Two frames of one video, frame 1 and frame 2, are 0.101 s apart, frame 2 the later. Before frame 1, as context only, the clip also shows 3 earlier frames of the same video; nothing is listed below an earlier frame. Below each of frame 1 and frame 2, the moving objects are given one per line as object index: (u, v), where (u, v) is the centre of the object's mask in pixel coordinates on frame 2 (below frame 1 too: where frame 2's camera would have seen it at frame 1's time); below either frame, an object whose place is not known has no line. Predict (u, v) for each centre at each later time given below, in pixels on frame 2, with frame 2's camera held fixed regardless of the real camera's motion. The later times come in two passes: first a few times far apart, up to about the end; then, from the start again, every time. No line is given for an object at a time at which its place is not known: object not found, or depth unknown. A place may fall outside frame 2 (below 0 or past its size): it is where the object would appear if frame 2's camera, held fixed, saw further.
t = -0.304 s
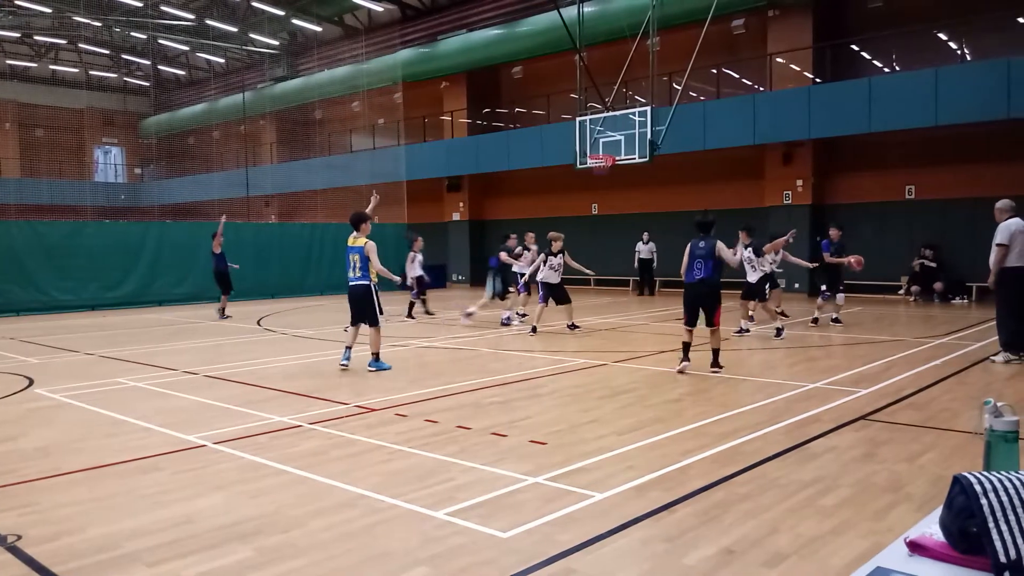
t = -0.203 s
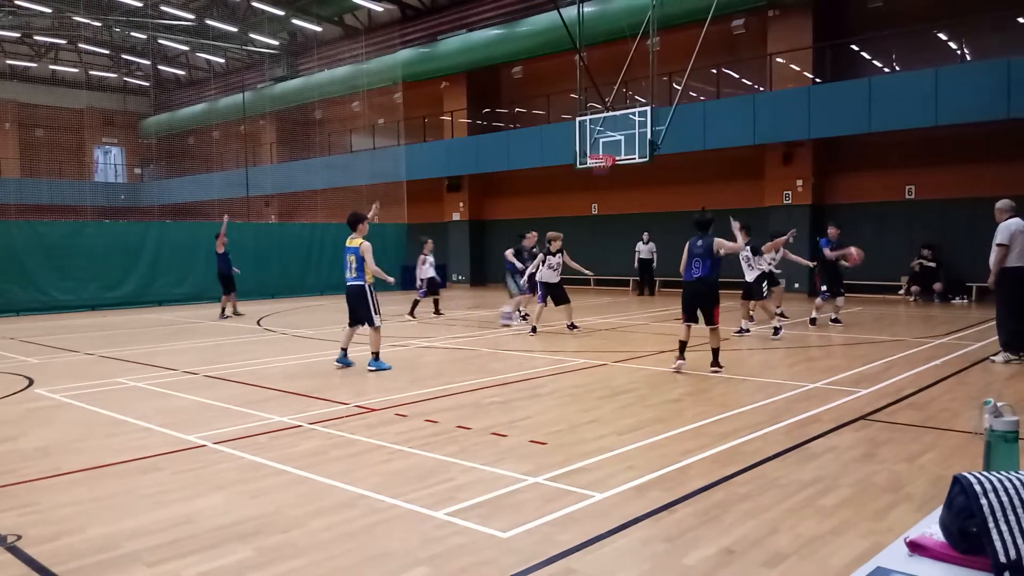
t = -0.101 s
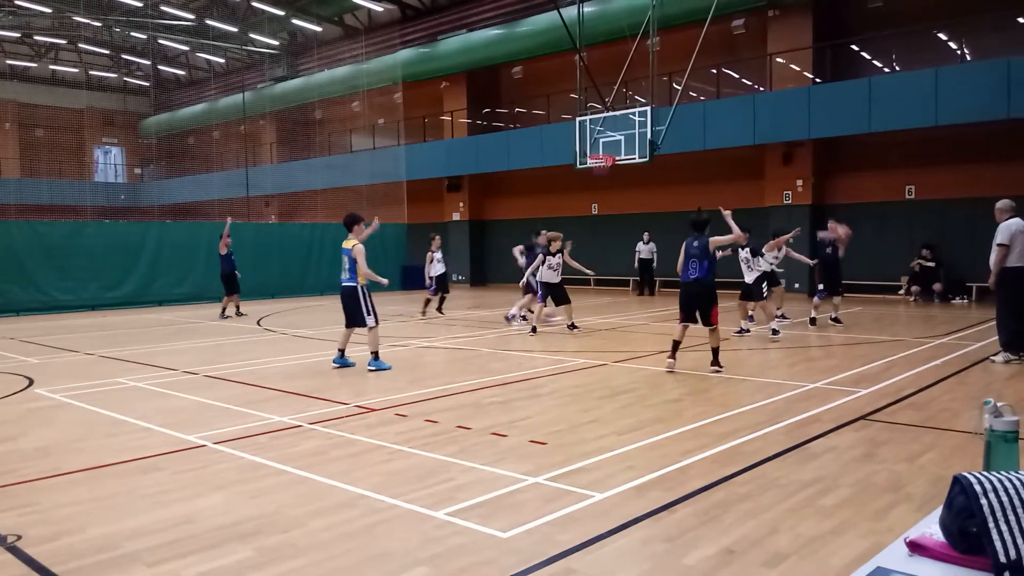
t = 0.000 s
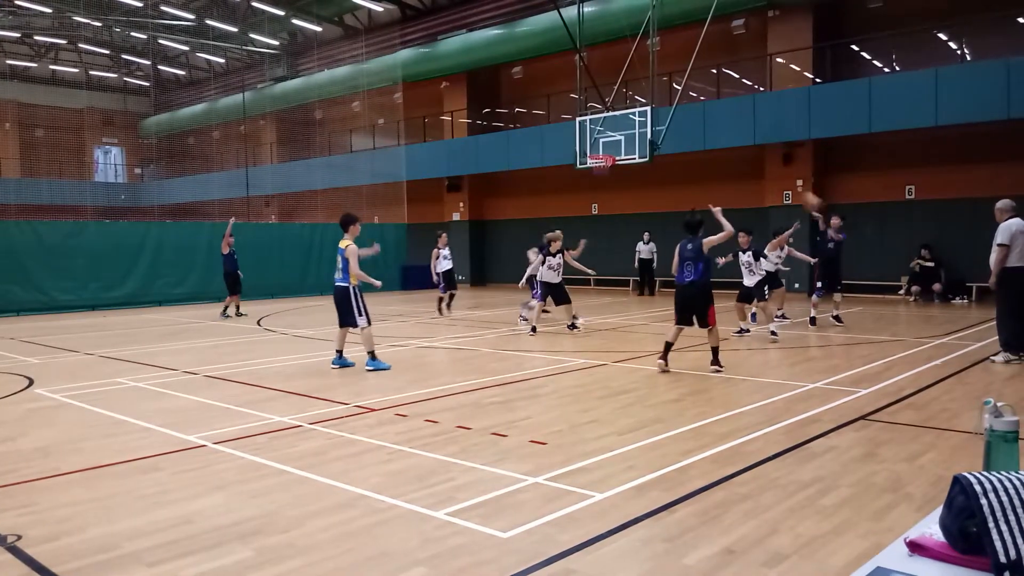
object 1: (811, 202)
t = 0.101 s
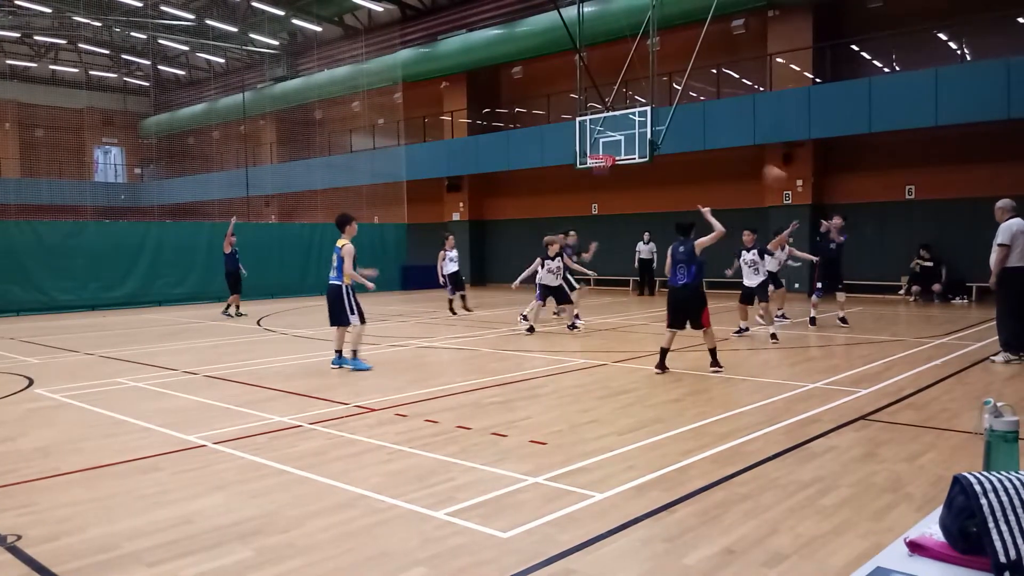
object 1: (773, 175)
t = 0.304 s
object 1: (695, 141)
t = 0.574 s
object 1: (575, 144)
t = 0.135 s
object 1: (761, 168)
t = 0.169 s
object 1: (749, 162)
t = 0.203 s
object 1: (735, 156)
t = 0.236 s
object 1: (722, 150)
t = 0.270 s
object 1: (709, 145)
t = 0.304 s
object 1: (695, 141)
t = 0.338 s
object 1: (680, 137)
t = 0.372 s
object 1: (666, 136)
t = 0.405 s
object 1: (653, 135)
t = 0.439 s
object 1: (637, 134)
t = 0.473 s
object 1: (623, 134)
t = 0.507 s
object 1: (607, 136)
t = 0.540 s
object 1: (590, 138)
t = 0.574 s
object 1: (575, 144)
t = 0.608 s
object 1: (561, 147)
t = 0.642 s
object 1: (545, 154)
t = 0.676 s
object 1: (529, 161)
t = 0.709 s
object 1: (512, 169)
